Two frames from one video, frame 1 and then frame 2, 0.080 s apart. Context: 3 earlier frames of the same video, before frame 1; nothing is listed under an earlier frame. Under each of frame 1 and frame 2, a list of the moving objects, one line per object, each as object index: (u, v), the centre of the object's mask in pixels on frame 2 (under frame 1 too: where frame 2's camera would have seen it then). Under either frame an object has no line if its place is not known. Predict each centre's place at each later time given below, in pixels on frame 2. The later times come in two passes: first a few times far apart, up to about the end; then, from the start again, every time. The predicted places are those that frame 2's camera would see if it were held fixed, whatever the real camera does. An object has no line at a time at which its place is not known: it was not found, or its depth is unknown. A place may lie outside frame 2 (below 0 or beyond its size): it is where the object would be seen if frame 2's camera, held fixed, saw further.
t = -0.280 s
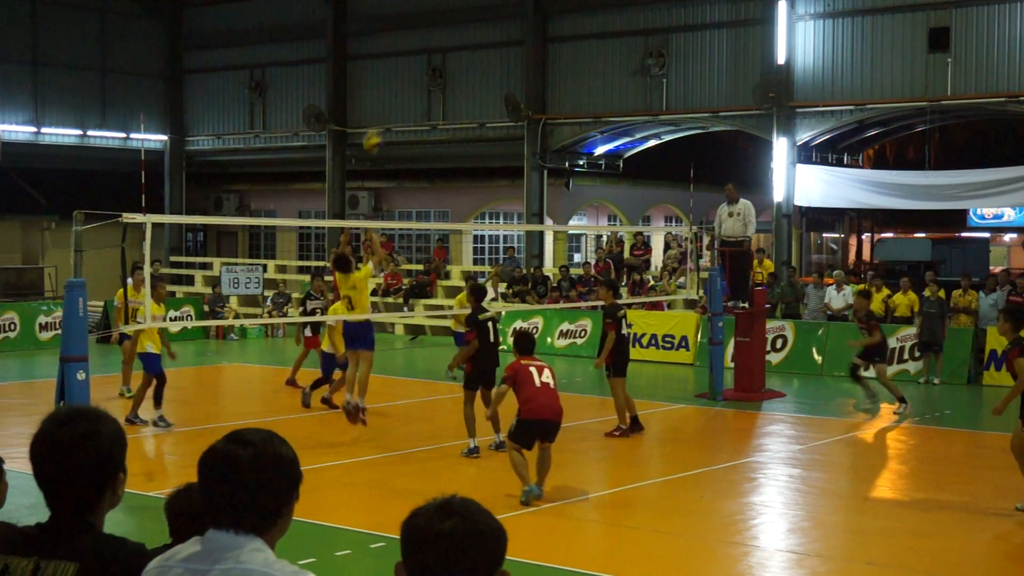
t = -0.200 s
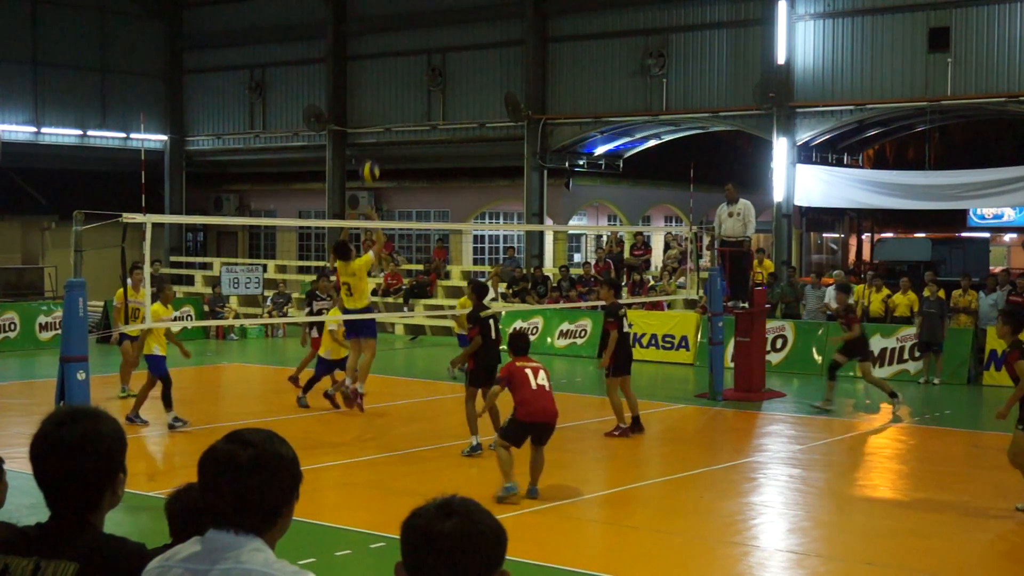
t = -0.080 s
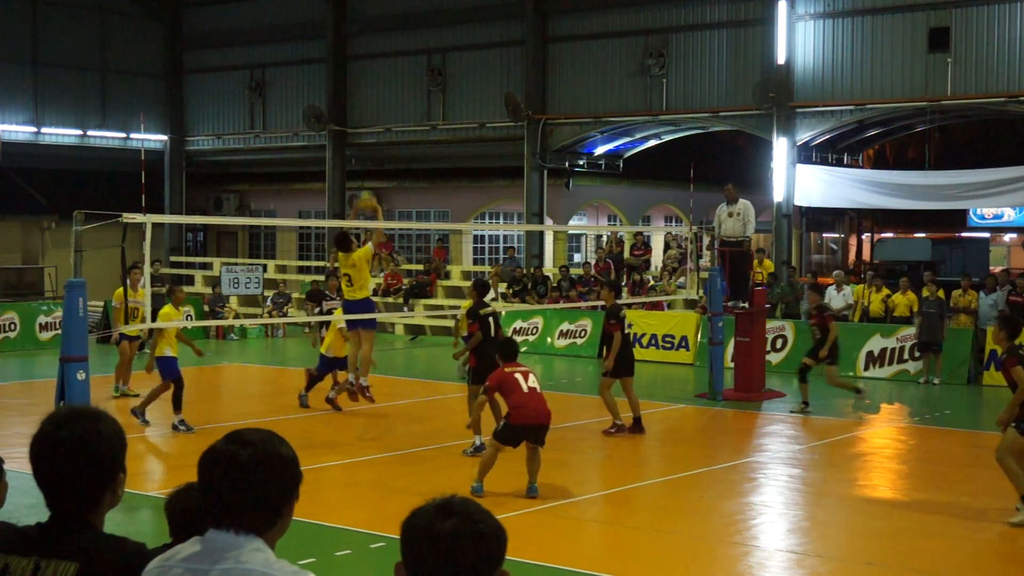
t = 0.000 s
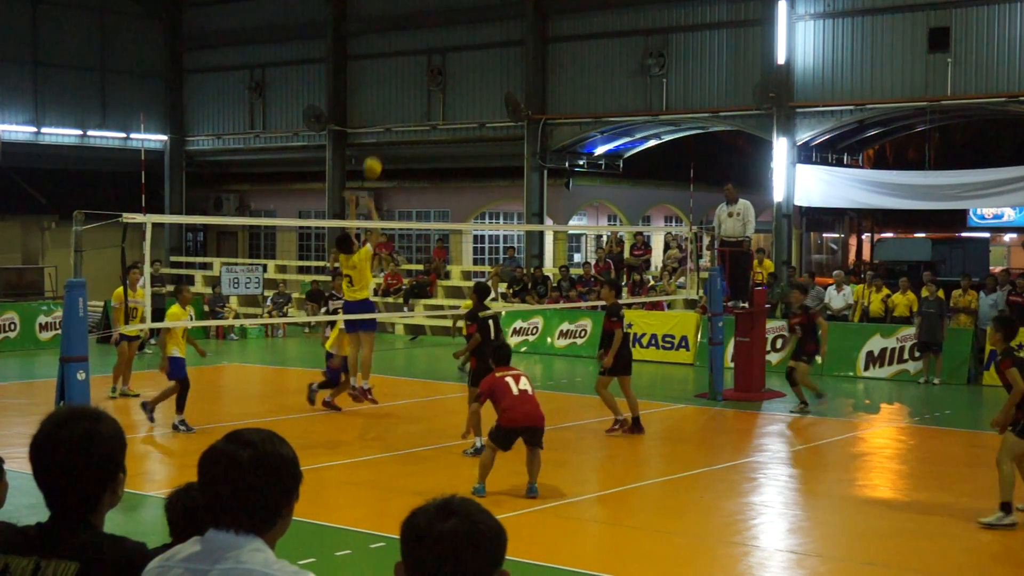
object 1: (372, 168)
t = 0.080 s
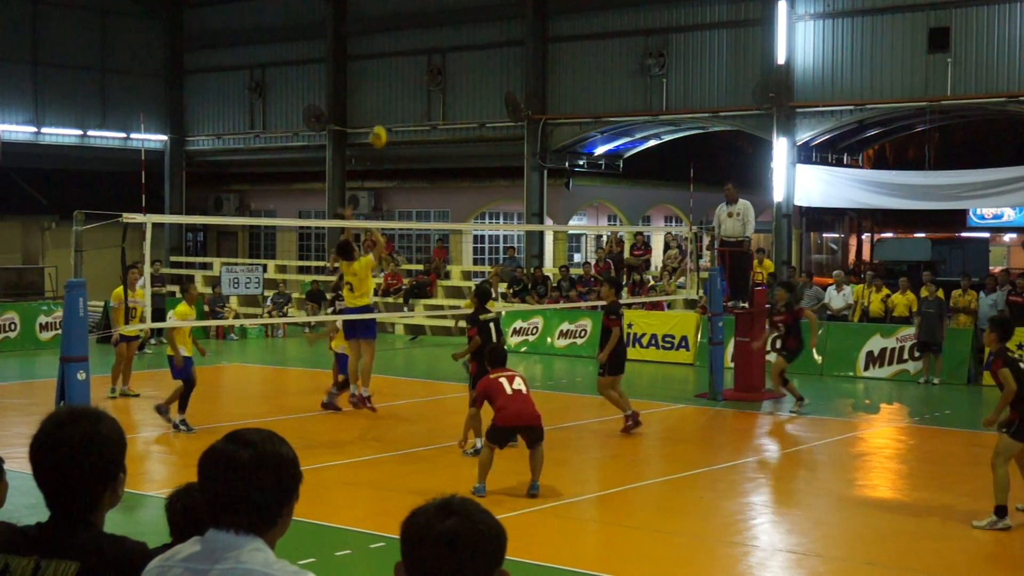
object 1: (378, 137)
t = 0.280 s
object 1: (394, 85)
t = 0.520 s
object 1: (411, 71)
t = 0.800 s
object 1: (429, 117)
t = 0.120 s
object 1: (382, 123)
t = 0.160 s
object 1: (385, 112)
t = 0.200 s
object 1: (388, 102)
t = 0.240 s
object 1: (391, 93)
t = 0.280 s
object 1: (394, 85)
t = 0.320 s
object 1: (397, 79)
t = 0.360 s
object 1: (400, 75)
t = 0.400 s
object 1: (403, 72)
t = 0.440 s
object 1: (406, 71)
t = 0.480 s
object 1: (408, 70)
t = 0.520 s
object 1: (411, 71)
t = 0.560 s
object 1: (414, 74)
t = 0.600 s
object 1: (417, 78)
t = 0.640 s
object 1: (419, 83)
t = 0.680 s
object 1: (422, 89)
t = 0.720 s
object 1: (424, 97)
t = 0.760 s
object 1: (427, 107)
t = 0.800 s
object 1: (429, 117)
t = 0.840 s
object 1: (431, 129)
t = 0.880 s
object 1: (433, 142)
